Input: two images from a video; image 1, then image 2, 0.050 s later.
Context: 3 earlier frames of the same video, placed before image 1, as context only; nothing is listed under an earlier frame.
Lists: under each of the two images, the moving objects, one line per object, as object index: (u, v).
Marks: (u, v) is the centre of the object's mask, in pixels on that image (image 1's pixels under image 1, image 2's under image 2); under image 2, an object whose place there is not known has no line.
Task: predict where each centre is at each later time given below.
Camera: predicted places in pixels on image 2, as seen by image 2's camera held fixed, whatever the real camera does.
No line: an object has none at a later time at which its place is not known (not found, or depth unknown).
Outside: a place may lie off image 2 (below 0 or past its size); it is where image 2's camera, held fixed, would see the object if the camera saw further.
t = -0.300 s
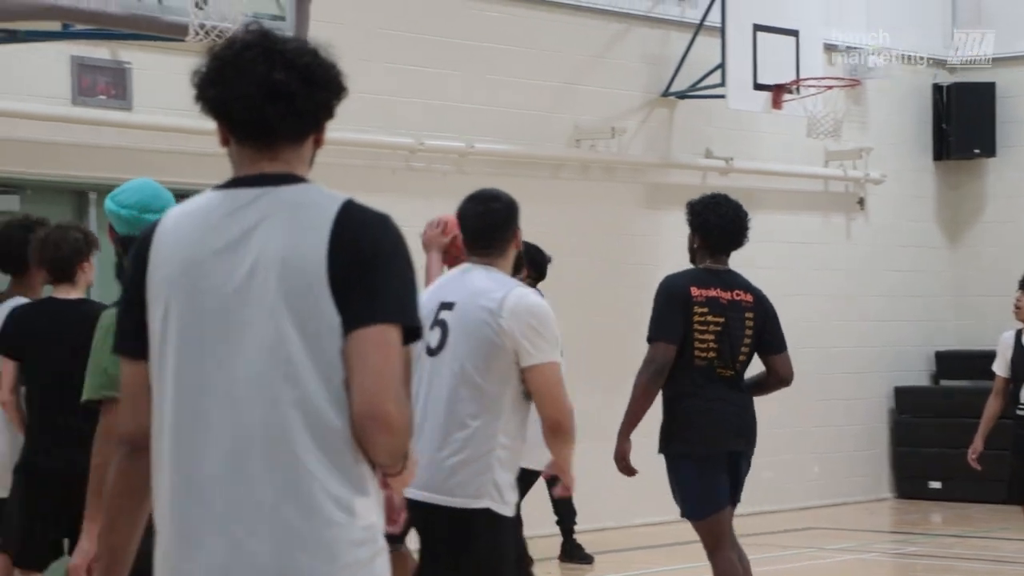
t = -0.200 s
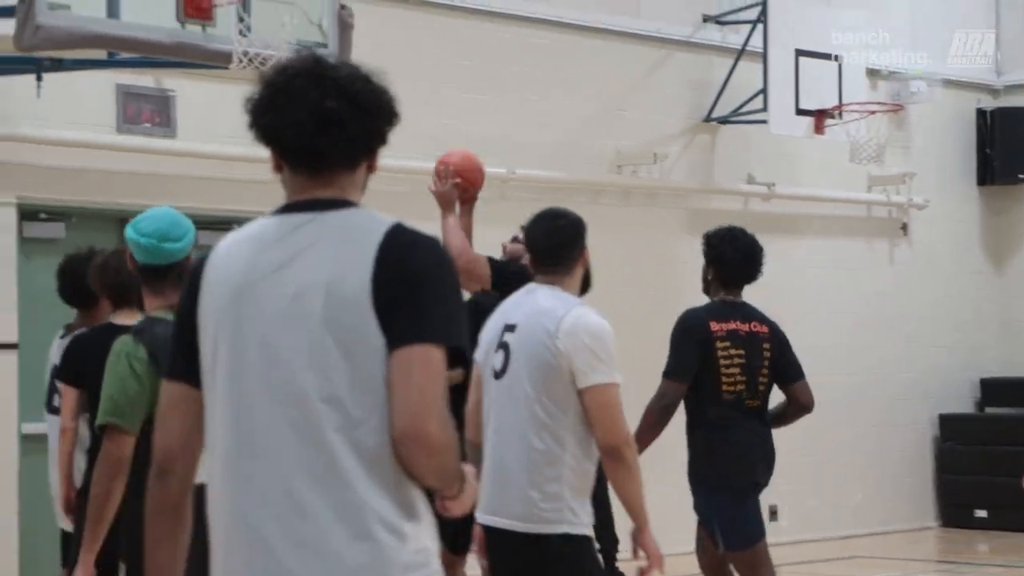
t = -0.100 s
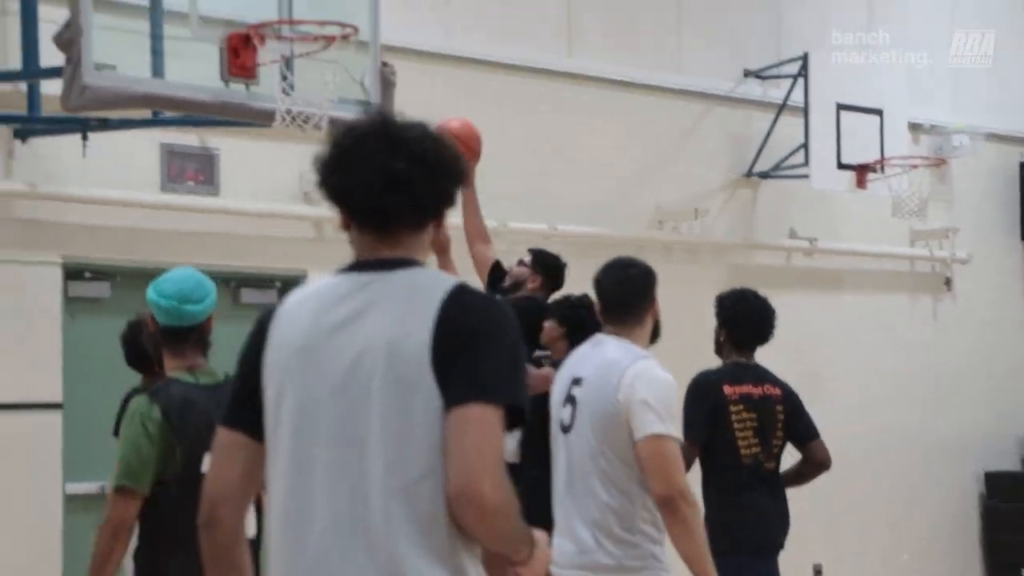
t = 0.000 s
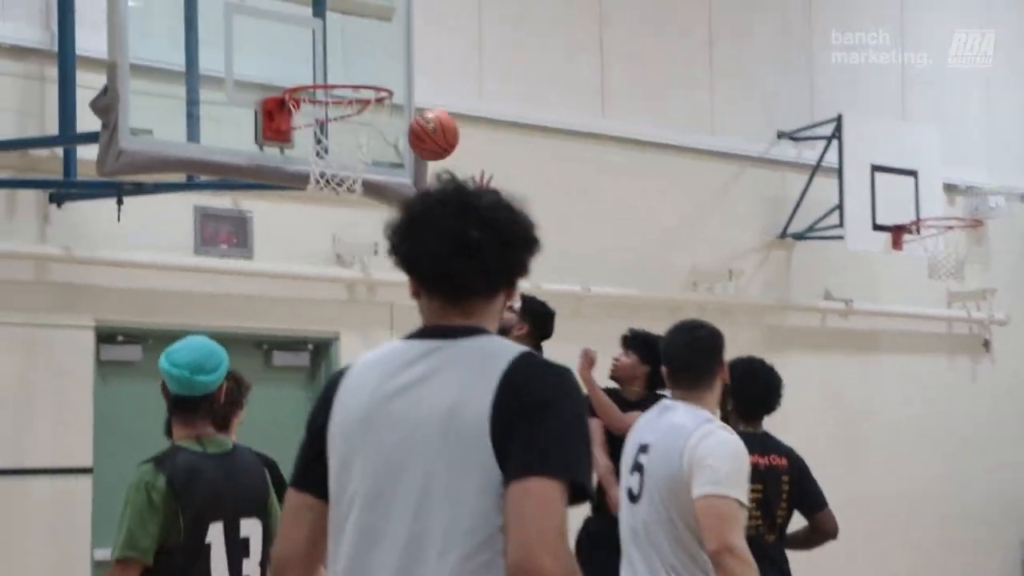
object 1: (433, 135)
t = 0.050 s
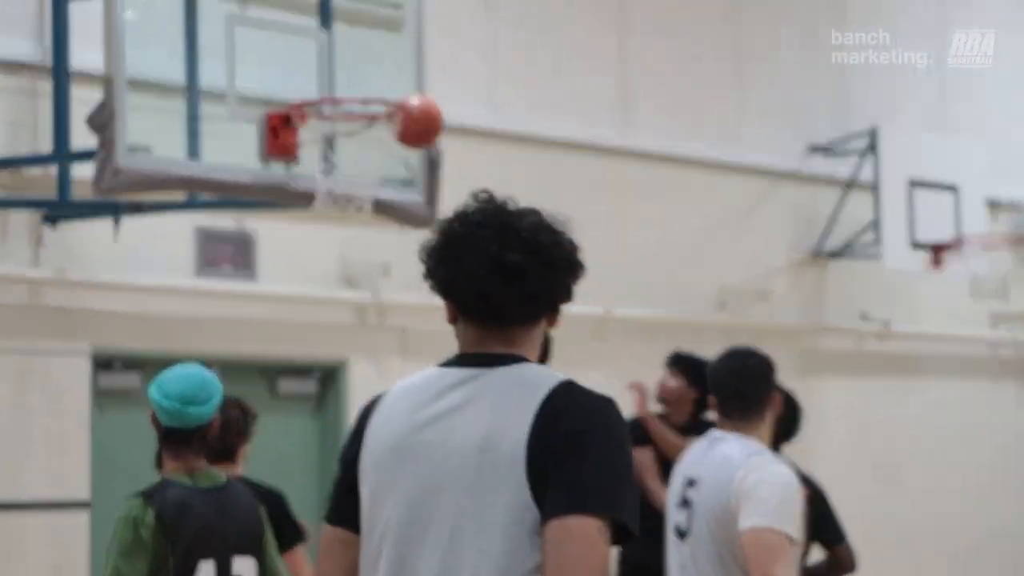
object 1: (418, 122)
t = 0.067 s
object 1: (408, 113)
